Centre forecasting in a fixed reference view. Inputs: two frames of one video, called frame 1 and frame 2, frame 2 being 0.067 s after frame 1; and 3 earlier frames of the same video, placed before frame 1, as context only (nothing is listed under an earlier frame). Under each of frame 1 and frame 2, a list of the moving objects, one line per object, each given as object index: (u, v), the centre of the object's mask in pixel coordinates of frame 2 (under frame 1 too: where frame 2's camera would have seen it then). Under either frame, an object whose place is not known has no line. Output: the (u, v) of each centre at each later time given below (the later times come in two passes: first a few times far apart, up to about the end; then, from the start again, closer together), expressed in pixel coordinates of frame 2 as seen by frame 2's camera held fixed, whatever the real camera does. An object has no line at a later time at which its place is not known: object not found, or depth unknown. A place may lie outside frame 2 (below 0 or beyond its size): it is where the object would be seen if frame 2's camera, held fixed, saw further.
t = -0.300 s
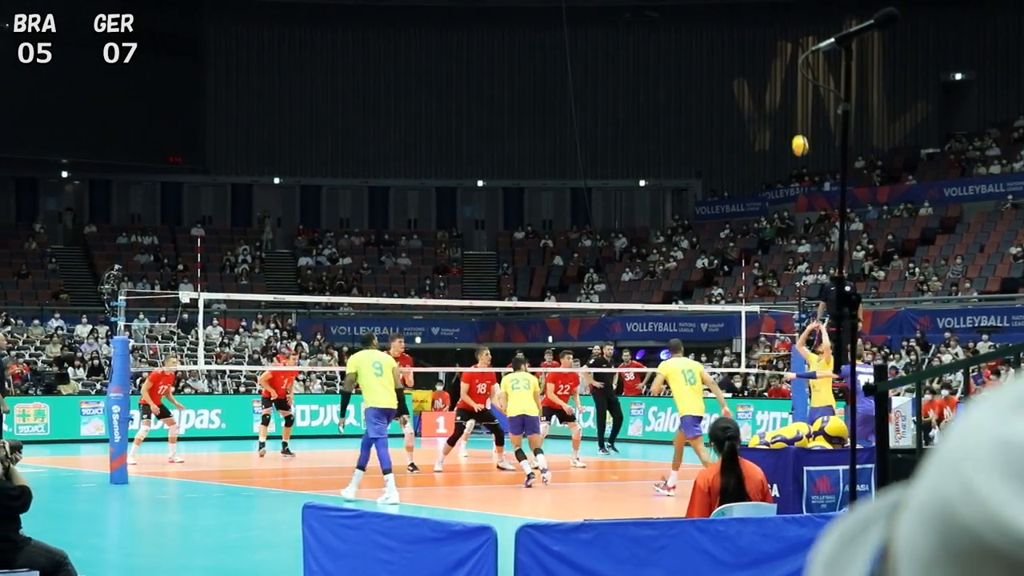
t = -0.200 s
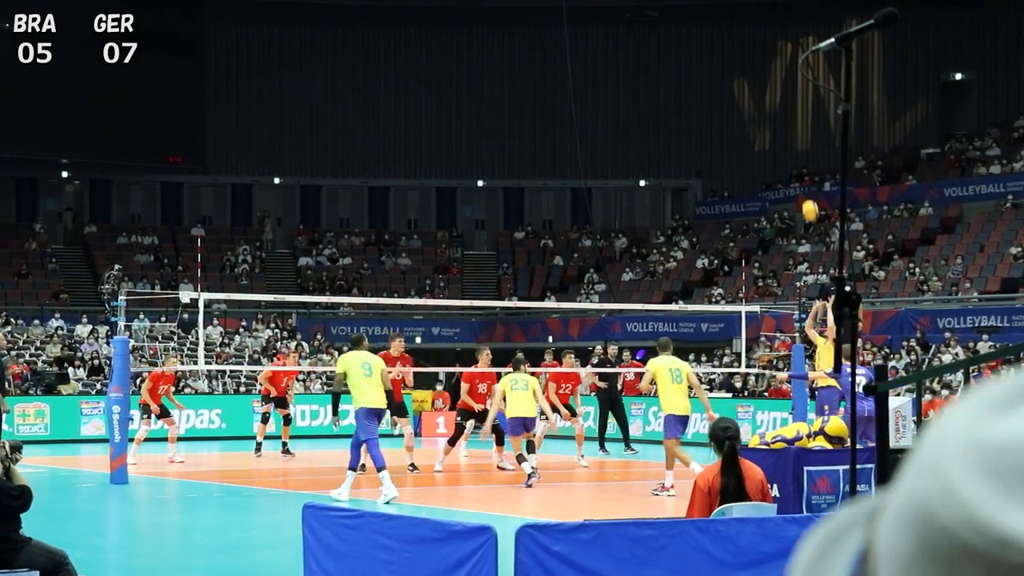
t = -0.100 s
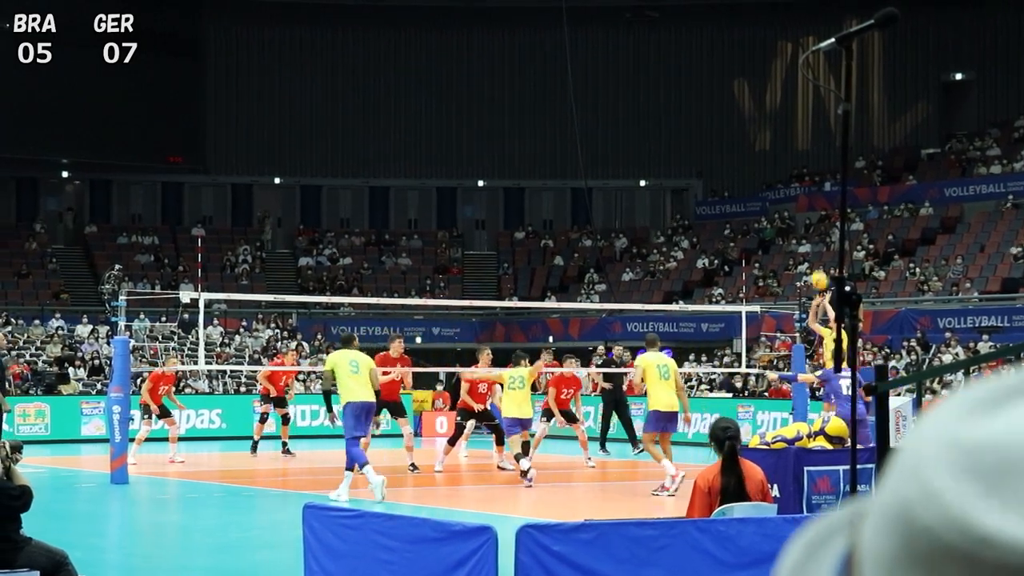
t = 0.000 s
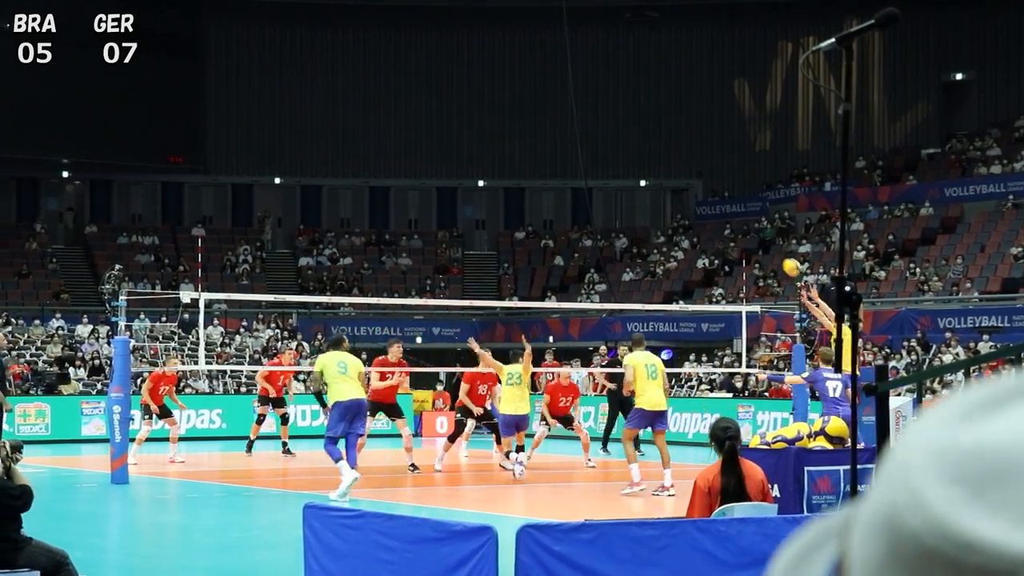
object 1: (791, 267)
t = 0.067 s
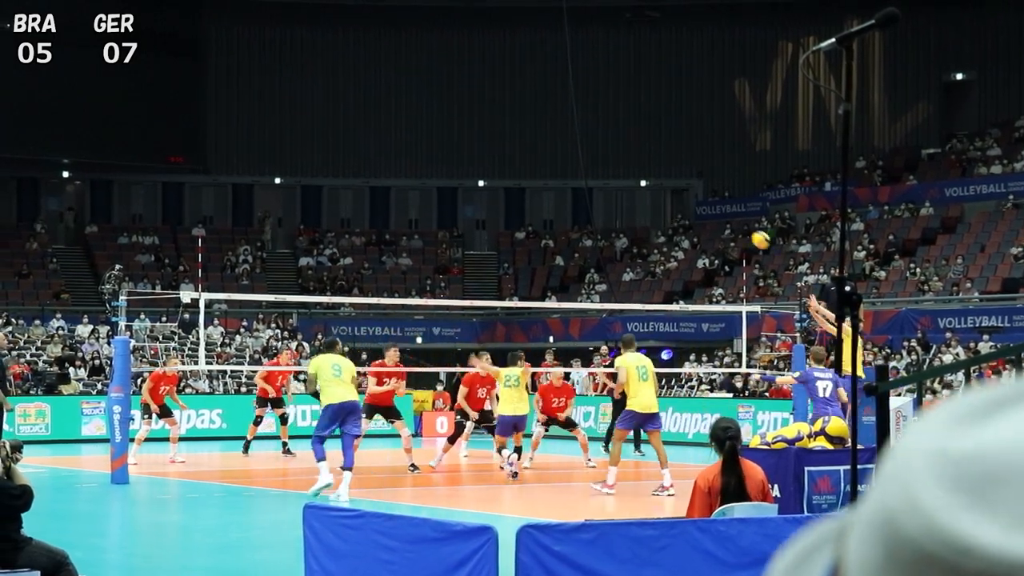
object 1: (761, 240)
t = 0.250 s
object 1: (676, 184)
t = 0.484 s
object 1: (572, 151)
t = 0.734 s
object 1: (464, 162)
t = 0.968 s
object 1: (367, 214)
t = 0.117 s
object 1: (737, 222)
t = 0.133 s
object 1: (729, 216)
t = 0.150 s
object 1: (721, 211)
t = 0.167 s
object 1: (714, 206)
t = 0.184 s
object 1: (706, 201)
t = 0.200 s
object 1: (699, 196)
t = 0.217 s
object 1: (691, 192)
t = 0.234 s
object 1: (684, 188)
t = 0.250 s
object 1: (676, 184)
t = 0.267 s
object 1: (668, 180)
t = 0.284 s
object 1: (661, 176)
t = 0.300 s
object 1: (653, 173)
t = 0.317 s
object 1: (646, 170)
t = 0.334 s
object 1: (638, 167)
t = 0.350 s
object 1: (631, 164)
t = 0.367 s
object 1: (623, 162)
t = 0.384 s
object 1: (616, 160)
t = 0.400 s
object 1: (609, 158)
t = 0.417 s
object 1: (601, 156)
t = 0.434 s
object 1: (594, 154)
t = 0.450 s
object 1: (587, 153)
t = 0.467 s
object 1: (579, 152)
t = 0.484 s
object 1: (572, 151)
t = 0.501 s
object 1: (565, 150)
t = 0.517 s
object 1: (558, 150)
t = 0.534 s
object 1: (550, 149)
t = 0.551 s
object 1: (543, 149)
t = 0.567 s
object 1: (536, 149)
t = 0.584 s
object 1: (528, 149)
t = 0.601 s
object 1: (521, 150)
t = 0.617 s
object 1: (514, 151)
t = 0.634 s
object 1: (507, 152)
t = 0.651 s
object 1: (499, 153)
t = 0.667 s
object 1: (493, 154)
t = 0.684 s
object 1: (485, 156)
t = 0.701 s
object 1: (478, 157)
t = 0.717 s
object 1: (471, 159)
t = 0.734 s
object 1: (464, 162)
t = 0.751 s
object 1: (457, 164)
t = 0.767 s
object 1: (450, 166)
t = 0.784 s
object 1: (443, 169)
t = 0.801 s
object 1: (436, 172)
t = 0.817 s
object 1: (429, 176)
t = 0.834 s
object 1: (422, 179)
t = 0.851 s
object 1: (415, 183)
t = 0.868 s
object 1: (408, 187)
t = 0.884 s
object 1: (401, 191)
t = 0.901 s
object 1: (394, 195)
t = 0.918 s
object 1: (387, 200)
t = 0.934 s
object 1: (380, 204)
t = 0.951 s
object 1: (373, 209)
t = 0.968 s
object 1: (367, 214)
